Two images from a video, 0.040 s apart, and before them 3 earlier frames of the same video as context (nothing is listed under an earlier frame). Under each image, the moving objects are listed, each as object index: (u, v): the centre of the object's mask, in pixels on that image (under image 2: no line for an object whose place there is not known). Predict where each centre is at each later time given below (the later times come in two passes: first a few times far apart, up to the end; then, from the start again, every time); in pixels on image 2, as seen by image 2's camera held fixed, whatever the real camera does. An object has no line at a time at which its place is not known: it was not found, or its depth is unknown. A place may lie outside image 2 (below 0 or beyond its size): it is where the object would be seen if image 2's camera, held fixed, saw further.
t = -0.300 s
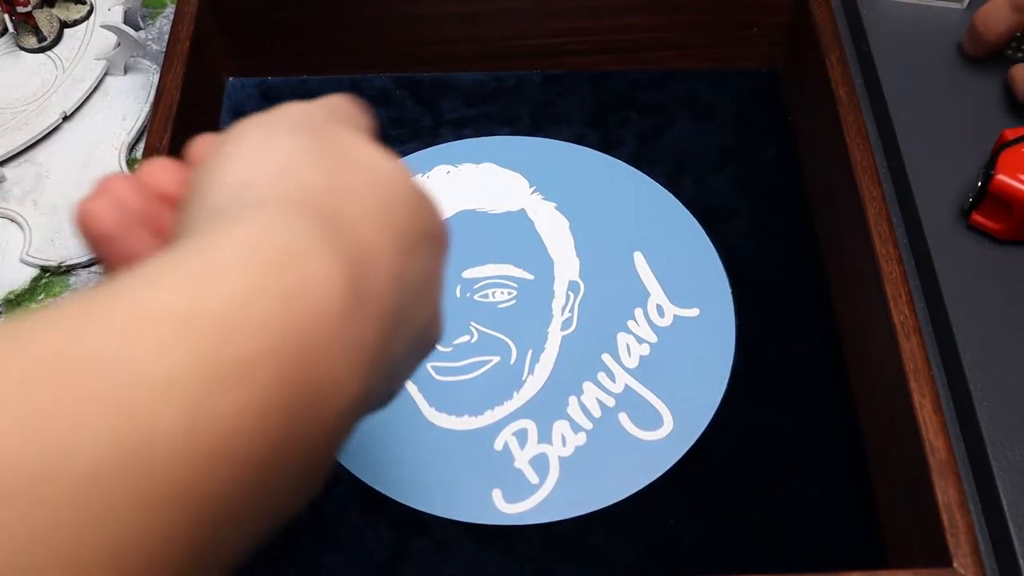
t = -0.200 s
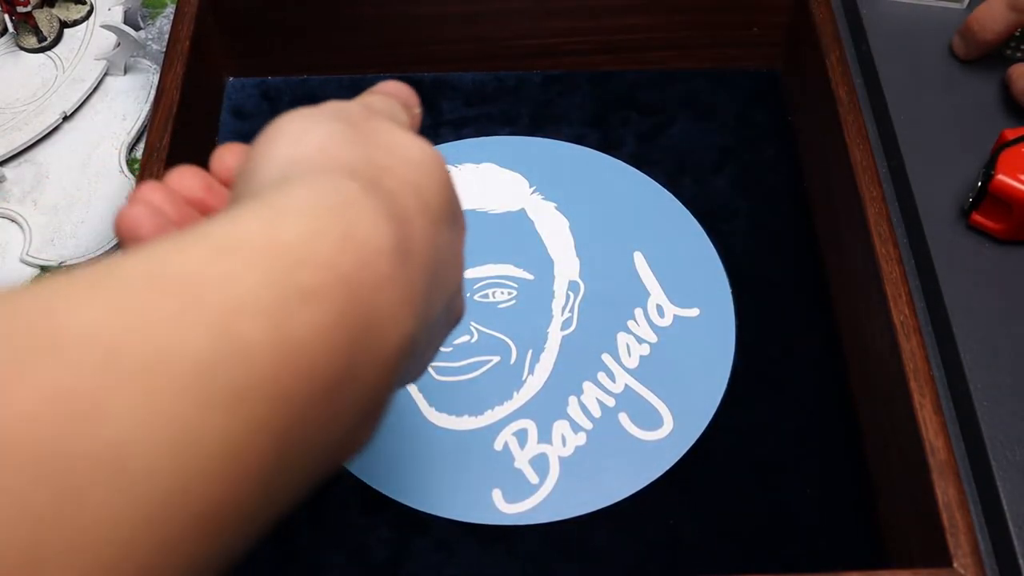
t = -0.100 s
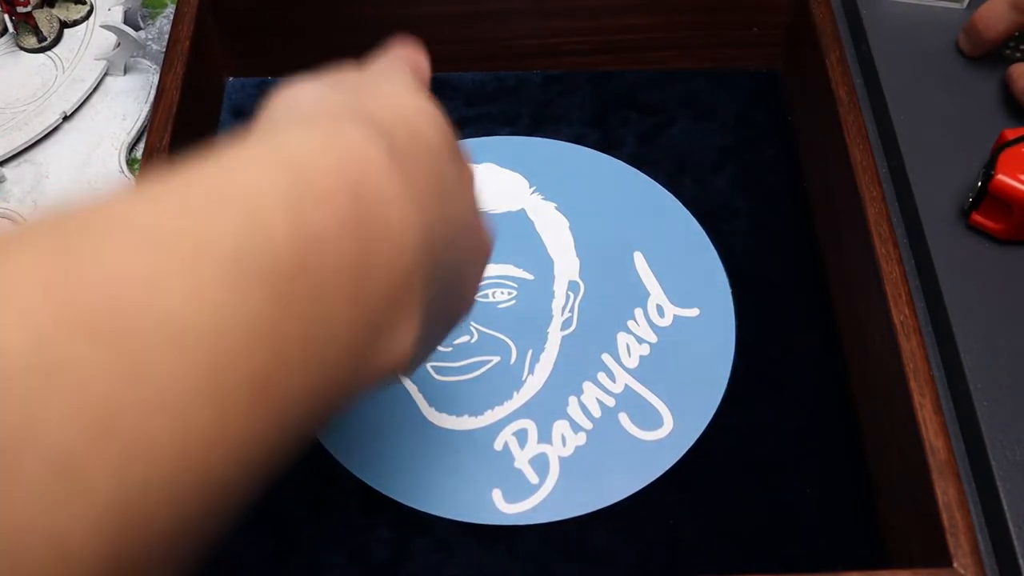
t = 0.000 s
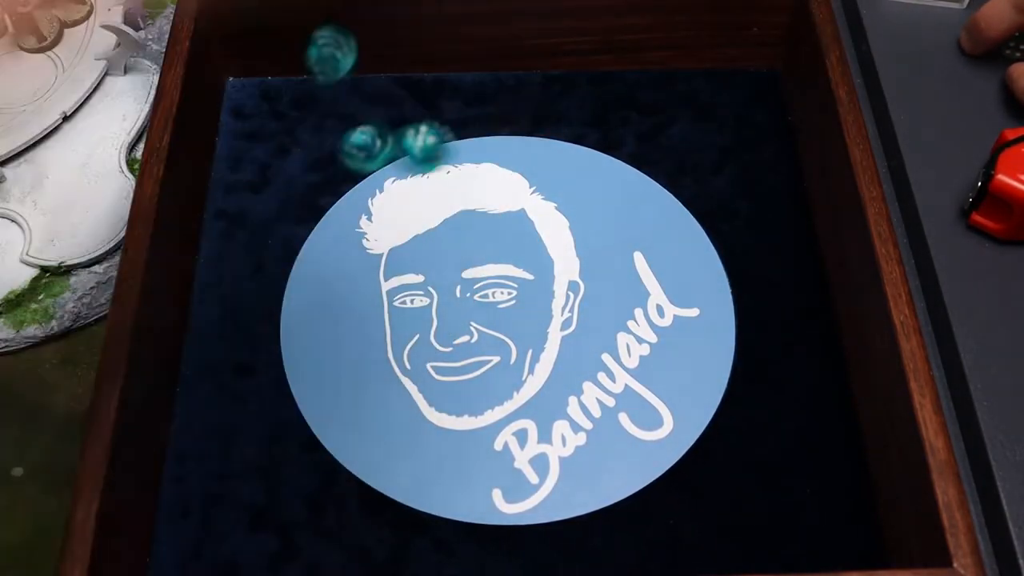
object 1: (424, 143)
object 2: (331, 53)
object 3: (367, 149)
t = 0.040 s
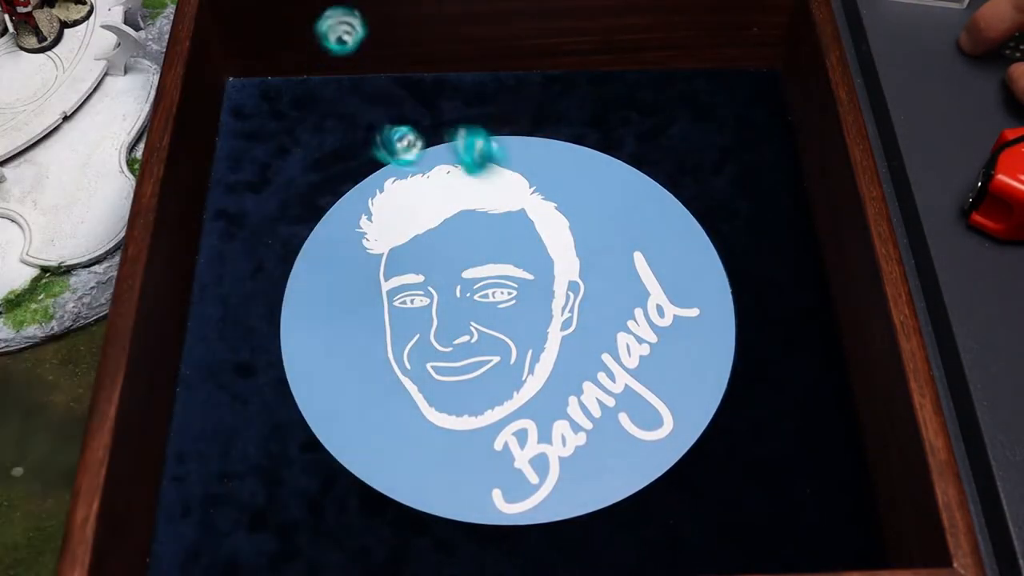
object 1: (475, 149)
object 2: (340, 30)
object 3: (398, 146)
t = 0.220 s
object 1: (619, 224)
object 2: (373, 94)
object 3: (504, 105)
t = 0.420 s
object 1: (636, 289)
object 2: (302, 132)
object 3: (601, 127)
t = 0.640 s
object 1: (574, 393)
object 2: (305, 233)
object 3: (649, 165)
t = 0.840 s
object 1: (586, 431)
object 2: (305, 235)
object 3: (642, 183)
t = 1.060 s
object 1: (586, 431)
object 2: (305, 235)
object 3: (642, 183)
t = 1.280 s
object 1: (586, 432)
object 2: (305, 235)
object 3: (642, 184)
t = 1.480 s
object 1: (587, 431)
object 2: (305, 235)
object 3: (642, 183)
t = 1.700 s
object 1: (587, 432)
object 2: (305, 235)
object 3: (642, 184)
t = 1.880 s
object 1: (586, 432)
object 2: (305, 235)
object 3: (642, 184)
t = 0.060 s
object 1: (501, 163)
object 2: (348, 30)
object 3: (416, 154)
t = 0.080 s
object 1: (526, 183)
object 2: (356, 40)
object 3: (434, 169)
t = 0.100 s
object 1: (548, 210)
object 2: (364, 57)
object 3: (449, 192)
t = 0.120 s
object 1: (569, 241)
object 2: (373, 79)
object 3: (464, 220)
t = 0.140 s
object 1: (586, 281)
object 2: (381, 105)
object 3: (472, 199)
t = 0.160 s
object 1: (594, 280)
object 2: (391, 136)
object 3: (480, 169)
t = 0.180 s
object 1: (602, 252)
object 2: (392, 154)
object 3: (487, 139)
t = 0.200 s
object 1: (612, 235)
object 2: (384, 124)
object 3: (497, 117)
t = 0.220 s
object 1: (619, 224)
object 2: (373, 94)
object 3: (504, 105)
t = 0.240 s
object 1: (626, 218)
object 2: (362, 69)
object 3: (509, 98)
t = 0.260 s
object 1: (632, 218)
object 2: (351, 48)
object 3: (519, 91)
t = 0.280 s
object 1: (637, 224)
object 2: (341, 34)
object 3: (530, 72)
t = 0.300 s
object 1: (642, 235)
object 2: (332, 26)
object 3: (541, 72)
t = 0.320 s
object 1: (645, 252)
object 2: (326, 40)
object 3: (552, 87)
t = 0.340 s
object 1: (646, 276)
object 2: (319, 64)
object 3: (562, 101)
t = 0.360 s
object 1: (646, 271)
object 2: (315, 91)
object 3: (574, 109)
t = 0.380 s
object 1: (644, 271)
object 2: (309, 108)
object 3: (584, 117)
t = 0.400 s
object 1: (640, 277)
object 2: (307, 118)
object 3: (593, 121)
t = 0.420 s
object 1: (636, 289)
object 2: (302, 132)
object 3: (601, 127)
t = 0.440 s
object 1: (631, 301)
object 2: (300, 141)
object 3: (610, 135)
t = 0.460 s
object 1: (623, 306)
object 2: (298, 159)
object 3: (619, 135)
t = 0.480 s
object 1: (614, 320)
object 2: (297, 171)
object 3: (624, 138)
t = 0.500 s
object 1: (607, 329)
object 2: (298, 181)
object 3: (631, 141)
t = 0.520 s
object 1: (597, 342)
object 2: (300, 194)
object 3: (637, 144)
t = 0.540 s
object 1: (589, 354)
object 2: (304, 203)
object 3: (641, 147)
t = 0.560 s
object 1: (585, 361)
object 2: (304, 211)
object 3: (648, 151)
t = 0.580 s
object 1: (580, 372)
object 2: (303, 218)
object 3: (650, 154)
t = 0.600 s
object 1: (578, 378)
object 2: (303, 226)
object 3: (651, 158)
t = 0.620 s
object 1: (574, 386)
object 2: (305, 229)
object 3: (650, 161)
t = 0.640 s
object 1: (574, 393)
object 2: (305, 233)
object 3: (649, 165)
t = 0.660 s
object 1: (574, 401)
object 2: (305, 235)
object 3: (648, 167)
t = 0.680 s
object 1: (577, 407)
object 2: (305, 235)
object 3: (645, 170)
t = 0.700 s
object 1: (580, 411)
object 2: (305, 235)
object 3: (643, 174)
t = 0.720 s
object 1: (583, 416)
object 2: (305, 235)
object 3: (643, 178)
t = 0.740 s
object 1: (585, 423)
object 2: (305, 235)
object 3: (643, 181)
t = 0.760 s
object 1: (587, 427)
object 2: (305, 235)
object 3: (642, 183)
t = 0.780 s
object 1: (588, 430)
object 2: (305, 235)
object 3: (642, 183)
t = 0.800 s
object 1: (587, 432)
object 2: (305, 235)
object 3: (642, 183)
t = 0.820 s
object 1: (586, 432)
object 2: (305, 235)
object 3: (642, 183)
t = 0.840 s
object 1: (586, 431)
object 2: (305, 235)
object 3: (642, 183)
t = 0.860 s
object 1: (586, 432)
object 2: (305, 235)
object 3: (642, 183)
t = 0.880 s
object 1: (586, 432)
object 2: (305, 235)
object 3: (642, 183)
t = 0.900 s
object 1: (586, 432)
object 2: (305, 235)
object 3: (642, 183)
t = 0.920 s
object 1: (586, 432)
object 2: (305, 235)
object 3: (642, 183)
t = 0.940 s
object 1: (586, 431)
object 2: (305, 235)
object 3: (642, 183)
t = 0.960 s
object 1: (586, 432)
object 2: (305, 235)
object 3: (642, 183)
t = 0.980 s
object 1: (586, 432)
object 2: (305, 235)
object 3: (642, 183)
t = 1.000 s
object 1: (586, 432)
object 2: (305, 235)
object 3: (642, 183)
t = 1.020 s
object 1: (586, 432)
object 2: (305, 235)
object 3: (642, 183)
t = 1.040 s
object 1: (586, 432)
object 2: (305, 235)
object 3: (642, 183)
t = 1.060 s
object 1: (586, 431)
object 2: (305, 235)
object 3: (642, 183)
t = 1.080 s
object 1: (586, 431)
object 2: (305, 235)
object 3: (642, 183)
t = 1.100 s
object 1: (586, 431)
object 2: (305, 235)
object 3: (642, 183)
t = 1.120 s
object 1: (586, 432)
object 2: (305, 235)
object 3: (642, 183)
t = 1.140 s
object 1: (586, 432)
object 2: (305, 235)
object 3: (642, 183)
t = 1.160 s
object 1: (586, 432)
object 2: (305, 235)
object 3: (642, 183)
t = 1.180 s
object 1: (586, 432)
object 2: (305, 235)
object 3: (642, 183)
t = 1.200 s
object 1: (586, 431)
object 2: (305, 235)
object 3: (642, 183)
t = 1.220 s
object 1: (586, 432)
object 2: (305, 235)
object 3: (642, 183)
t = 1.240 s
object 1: (586, 432)
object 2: (305, 235)
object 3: (642, 183)
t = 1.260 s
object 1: (586, 432)
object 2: (305, 235)
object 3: (642, 184)
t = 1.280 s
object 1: (586, 432)
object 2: (305, 235)
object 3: (642, 184)
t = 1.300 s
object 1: (586, 432)
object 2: (305, 235)
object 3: (642, 183)
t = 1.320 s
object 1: (587, 431)
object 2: (305, 235)
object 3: (642, 183)
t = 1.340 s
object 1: (586, 431)
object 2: (305, 235)
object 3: (642, 183)
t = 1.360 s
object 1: (587, 431)
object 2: (305, 235)
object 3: (642, 183)
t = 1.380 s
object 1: (587, 432)
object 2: (305, 235)
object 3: (642, 184)
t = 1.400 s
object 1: (587, 432)
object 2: (305, 235)
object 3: (642, 184)
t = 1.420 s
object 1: (587, 432)
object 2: (305, 235)
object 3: (642, 183)
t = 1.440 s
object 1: (586, 431)
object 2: (305, 235)
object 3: (642, 183)
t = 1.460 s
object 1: (587, 432)
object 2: (305, 235)
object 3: (642, 183)
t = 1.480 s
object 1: (587, 431)
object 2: (305, 235)
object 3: (642, 183)
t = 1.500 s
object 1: (586, 432)
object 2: (305, 235)
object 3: (642, 184)
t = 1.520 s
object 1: (587, 432)
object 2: (305, 235)
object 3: (642, 183)
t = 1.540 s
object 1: (587, 431)
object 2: (305, 235)
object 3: (642, 183)
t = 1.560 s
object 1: (587, 432)
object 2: (305, 235)
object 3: (642, 183)
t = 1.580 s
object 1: (587, 431)
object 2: (305, 235)
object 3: (642, 184)
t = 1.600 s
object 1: (587, 432)
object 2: (305, 235)
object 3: (642, 183)
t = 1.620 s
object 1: (586, 432)
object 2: (305, 235)
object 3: (642, 183)
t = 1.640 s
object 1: (586, 432)
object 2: (305, 235)
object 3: (642, 183)
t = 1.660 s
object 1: (586, 431)
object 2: (305, 235)
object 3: (642, 183)
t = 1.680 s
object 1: (586, 432)
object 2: (305, 235)
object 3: (642, 183)
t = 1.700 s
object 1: (587, 432)
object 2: (305, 235)
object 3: (642, 184)
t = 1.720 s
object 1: (586, 431)
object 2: (305, 235)
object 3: (642, 183)
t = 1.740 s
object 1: (586, 432)
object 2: (305, 235)
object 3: (642, 183)
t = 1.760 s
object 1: (586, 431)
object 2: (305, 235)
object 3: (642, 183)
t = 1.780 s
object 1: (587, 432)
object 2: (305, 235)
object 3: (642, 184)
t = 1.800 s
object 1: (586, 432)
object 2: (305, 235)
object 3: (642, 184)
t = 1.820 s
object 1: (586, 431)
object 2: (305, 235)
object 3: (642, 183)
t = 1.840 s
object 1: (586, 431)
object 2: (305, 235)
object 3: (642, 183)
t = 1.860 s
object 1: (586, 432)
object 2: (305, 235)
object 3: (642, 183)
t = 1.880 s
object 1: (586, 432)
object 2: (305, 235)
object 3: (642, 184)
